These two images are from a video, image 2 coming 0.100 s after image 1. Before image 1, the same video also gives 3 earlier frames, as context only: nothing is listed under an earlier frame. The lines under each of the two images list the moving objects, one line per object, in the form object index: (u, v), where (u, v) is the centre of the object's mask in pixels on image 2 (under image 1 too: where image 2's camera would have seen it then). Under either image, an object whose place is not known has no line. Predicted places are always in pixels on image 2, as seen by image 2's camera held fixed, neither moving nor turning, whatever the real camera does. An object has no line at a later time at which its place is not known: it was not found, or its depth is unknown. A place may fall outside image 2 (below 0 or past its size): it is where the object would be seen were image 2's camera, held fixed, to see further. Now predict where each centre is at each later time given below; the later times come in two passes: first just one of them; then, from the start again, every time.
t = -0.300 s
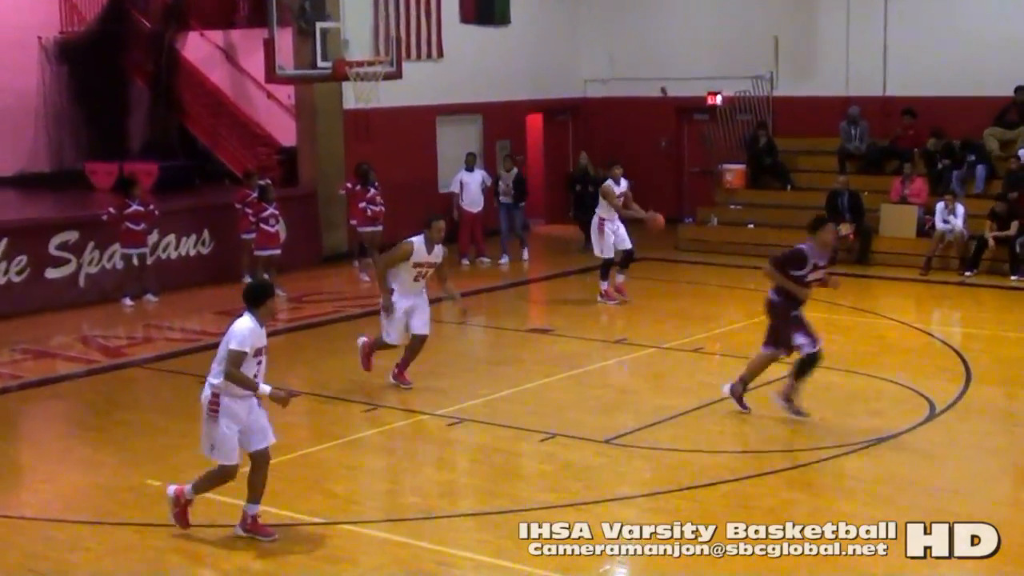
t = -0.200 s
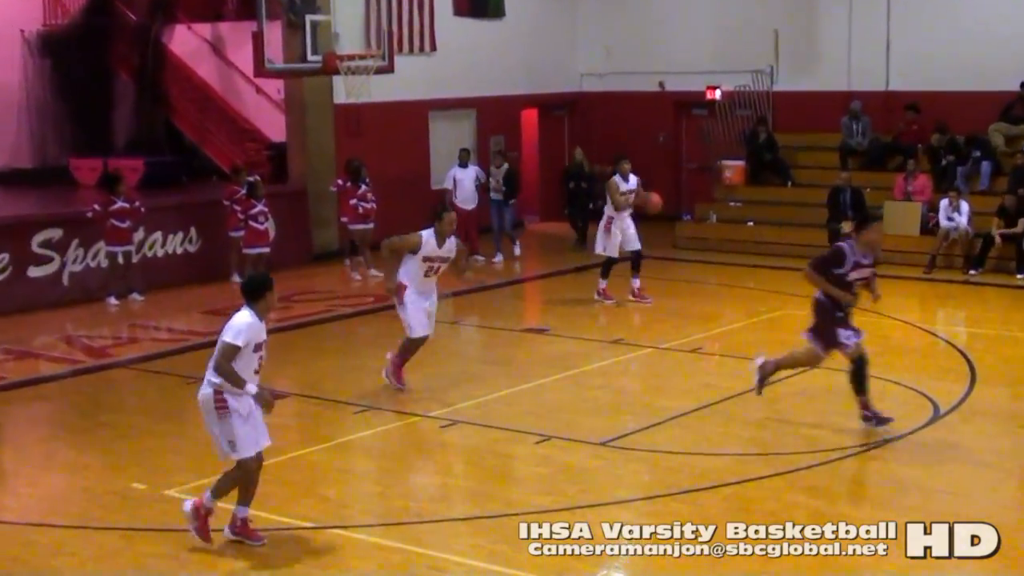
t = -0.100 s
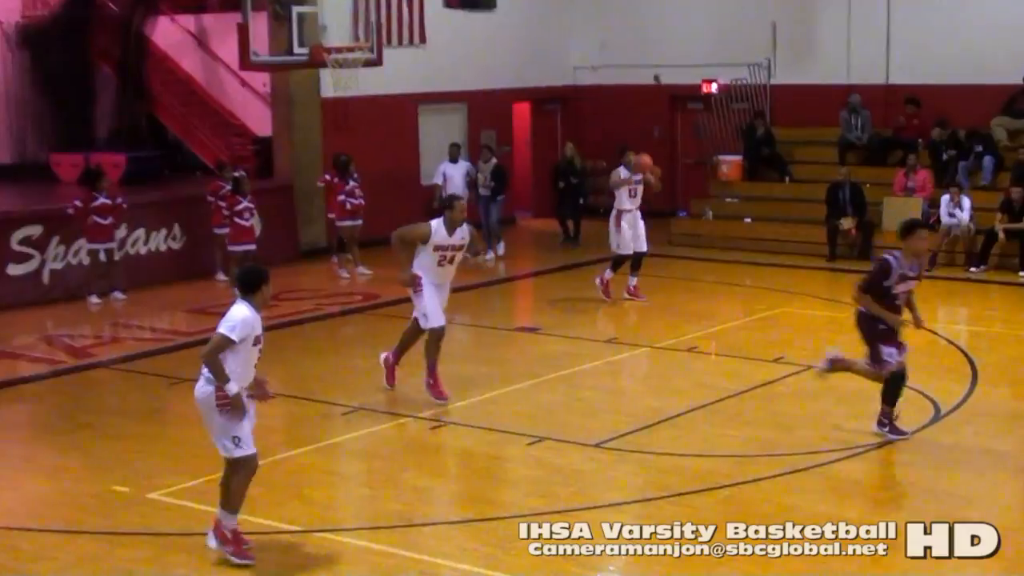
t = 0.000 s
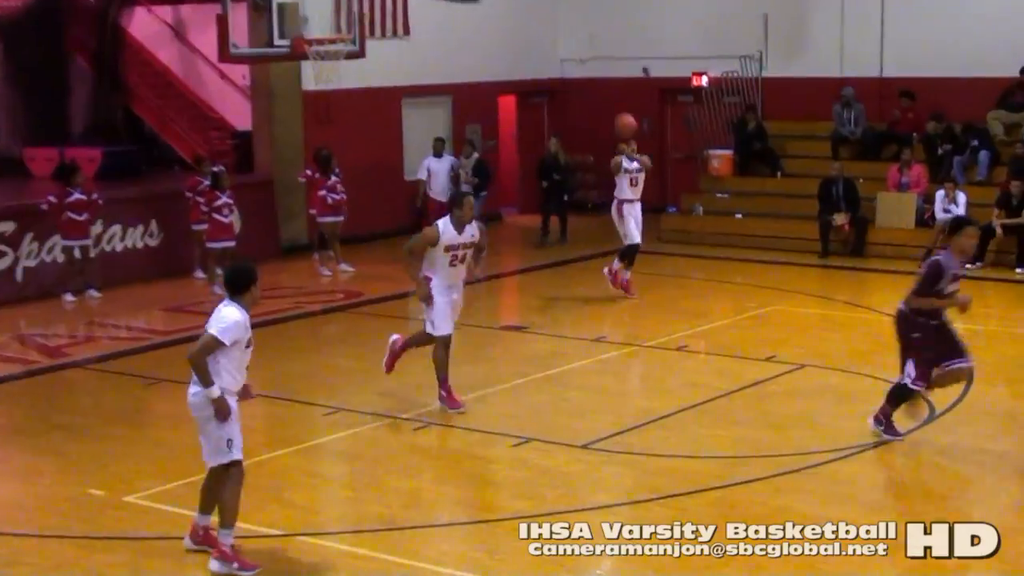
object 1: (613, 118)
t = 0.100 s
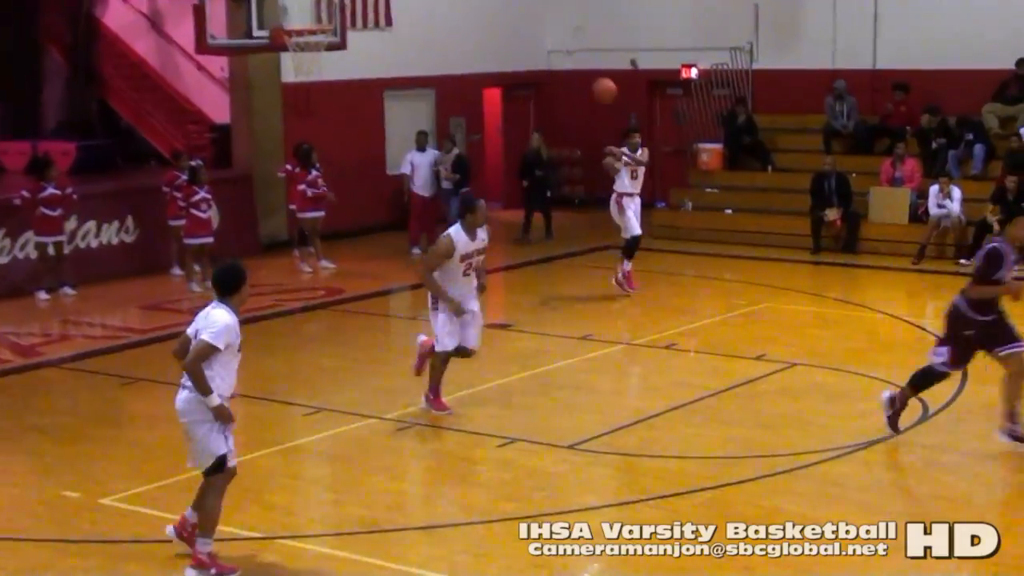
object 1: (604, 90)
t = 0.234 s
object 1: (590, 62)
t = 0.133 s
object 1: (601, 81)
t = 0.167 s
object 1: (598, 76)
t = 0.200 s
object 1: (594, 68)
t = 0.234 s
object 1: (590, 62)
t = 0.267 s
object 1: (585, 55)
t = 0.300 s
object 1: (581, 54)
